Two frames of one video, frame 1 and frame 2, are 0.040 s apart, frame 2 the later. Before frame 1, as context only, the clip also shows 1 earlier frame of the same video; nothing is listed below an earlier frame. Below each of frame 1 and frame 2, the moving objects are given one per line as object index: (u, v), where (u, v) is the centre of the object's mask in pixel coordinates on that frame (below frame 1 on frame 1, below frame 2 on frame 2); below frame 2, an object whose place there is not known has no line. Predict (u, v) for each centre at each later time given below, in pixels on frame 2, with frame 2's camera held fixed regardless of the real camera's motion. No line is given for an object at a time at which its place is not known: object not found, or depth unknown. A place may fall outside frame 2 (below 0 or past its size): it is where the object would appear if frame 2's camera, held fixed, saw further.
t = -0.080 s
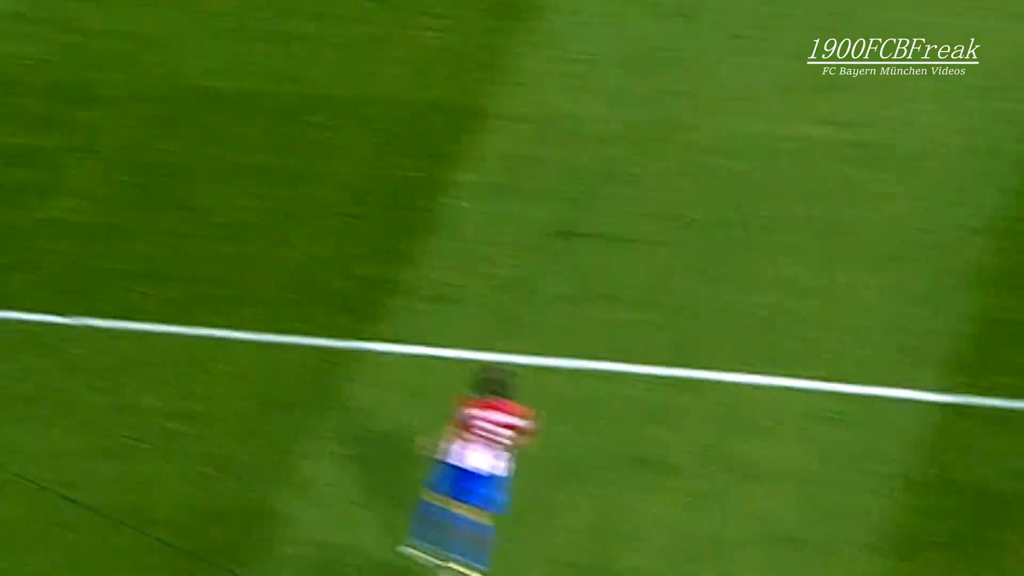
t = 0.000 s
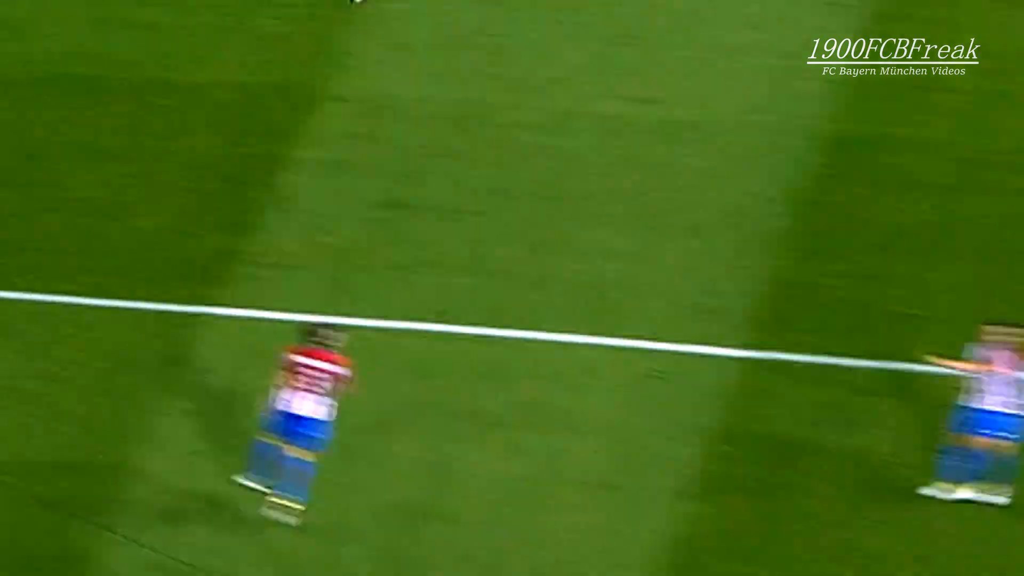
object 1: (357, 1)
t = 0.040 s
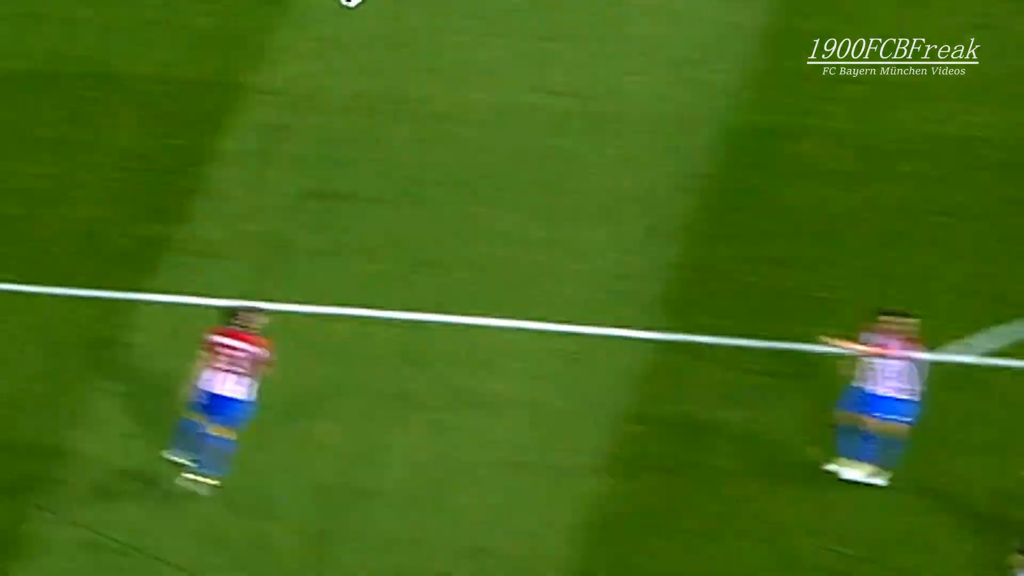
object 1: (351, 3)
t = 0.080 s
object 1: (424, 16)
